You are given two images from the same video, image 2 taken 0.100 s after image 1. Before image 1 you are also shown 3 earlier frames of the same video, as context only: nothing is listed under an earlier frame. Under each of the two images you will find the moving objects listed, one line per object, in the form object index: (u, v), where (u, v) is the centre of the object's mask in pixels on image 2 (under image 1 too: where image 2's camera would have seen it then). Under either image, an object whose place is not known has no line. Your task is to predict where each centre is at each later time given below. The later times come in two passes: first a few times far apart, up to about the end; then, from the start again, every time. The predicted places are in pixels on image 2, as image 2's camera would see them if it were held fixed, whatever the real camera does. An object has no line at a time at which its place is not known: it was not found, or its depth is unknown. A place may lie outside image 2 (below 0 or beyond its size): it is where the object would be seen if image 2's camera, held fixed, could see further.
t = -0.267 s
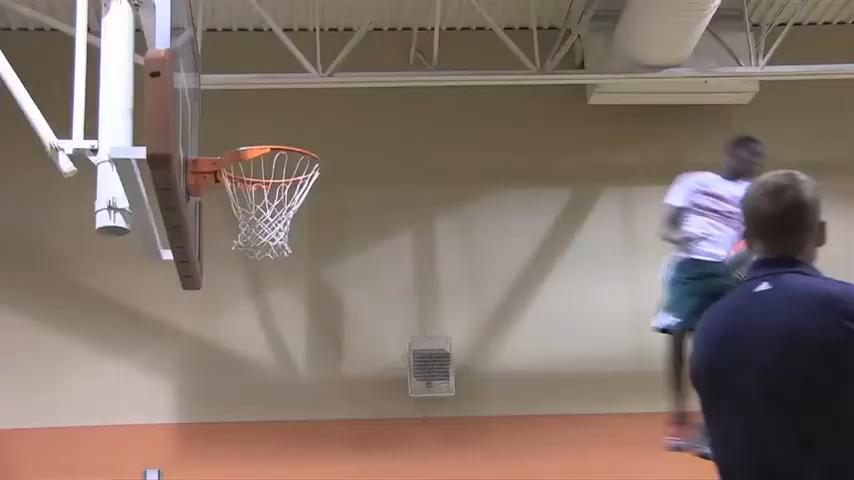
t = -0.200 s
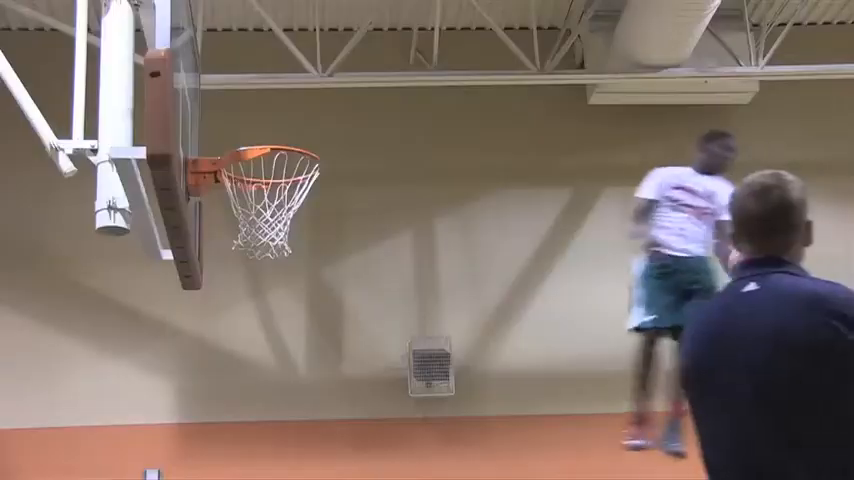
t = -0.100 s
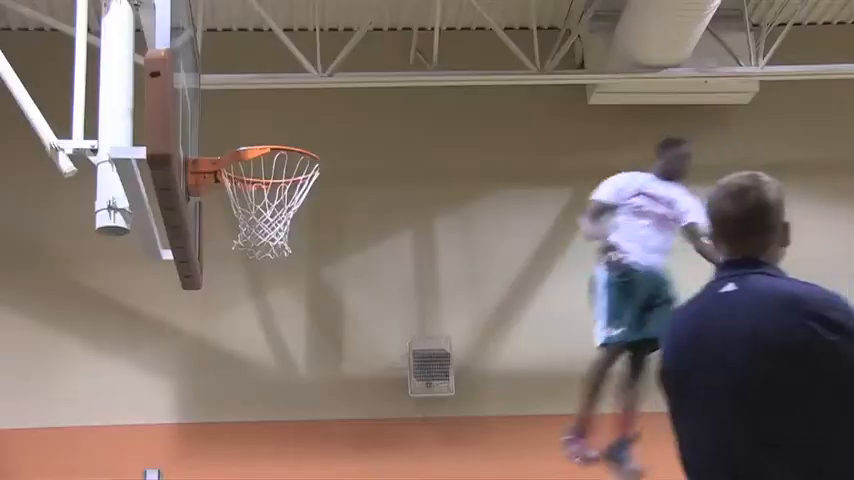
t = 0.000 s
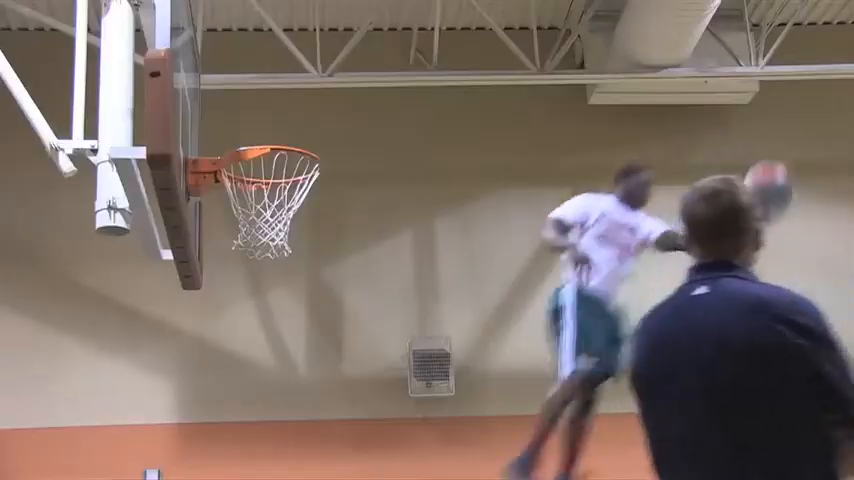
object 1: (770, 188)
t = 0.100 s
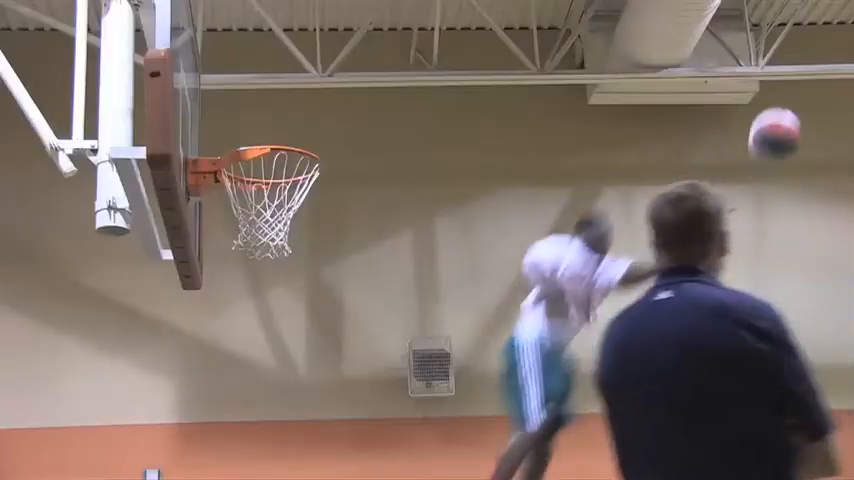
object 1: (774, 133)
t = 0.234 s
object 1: (786, 90)
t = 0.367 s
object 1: (802, 76)
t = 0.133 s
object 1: (778, 119)
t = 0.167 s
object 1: (780, 108)
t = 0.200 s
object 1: (783, 98)
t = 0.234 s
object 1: (786, 90)
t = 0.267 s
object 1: (790, 83)
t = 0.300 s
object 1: (794, 79)
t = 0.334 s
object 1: (798, 77)
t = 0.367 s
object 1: (802, 76)
